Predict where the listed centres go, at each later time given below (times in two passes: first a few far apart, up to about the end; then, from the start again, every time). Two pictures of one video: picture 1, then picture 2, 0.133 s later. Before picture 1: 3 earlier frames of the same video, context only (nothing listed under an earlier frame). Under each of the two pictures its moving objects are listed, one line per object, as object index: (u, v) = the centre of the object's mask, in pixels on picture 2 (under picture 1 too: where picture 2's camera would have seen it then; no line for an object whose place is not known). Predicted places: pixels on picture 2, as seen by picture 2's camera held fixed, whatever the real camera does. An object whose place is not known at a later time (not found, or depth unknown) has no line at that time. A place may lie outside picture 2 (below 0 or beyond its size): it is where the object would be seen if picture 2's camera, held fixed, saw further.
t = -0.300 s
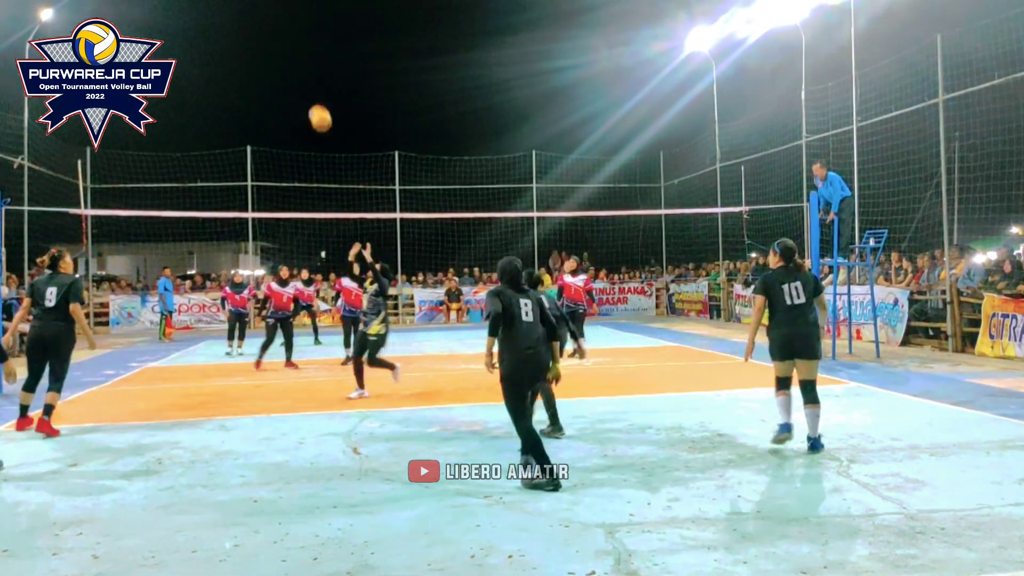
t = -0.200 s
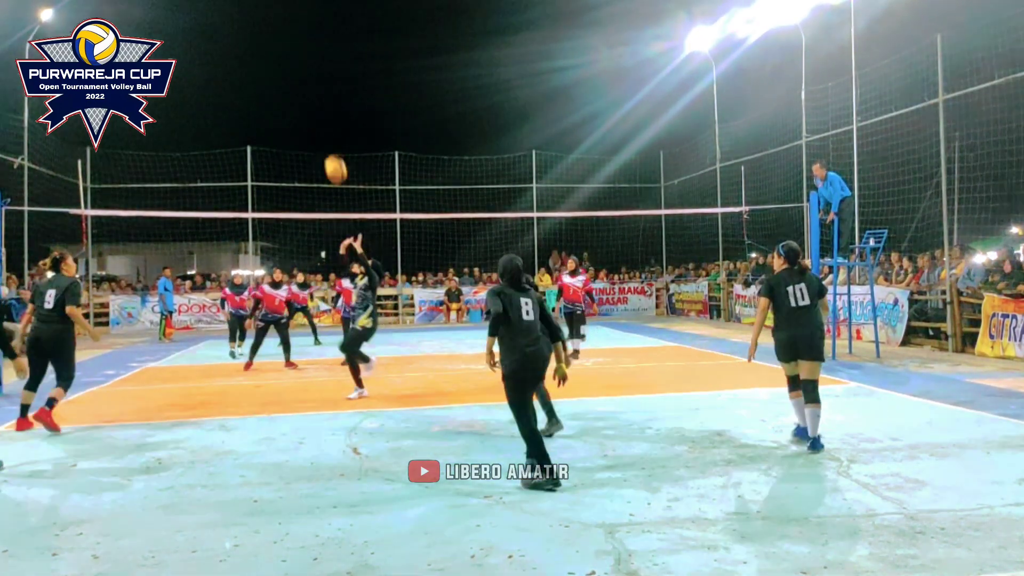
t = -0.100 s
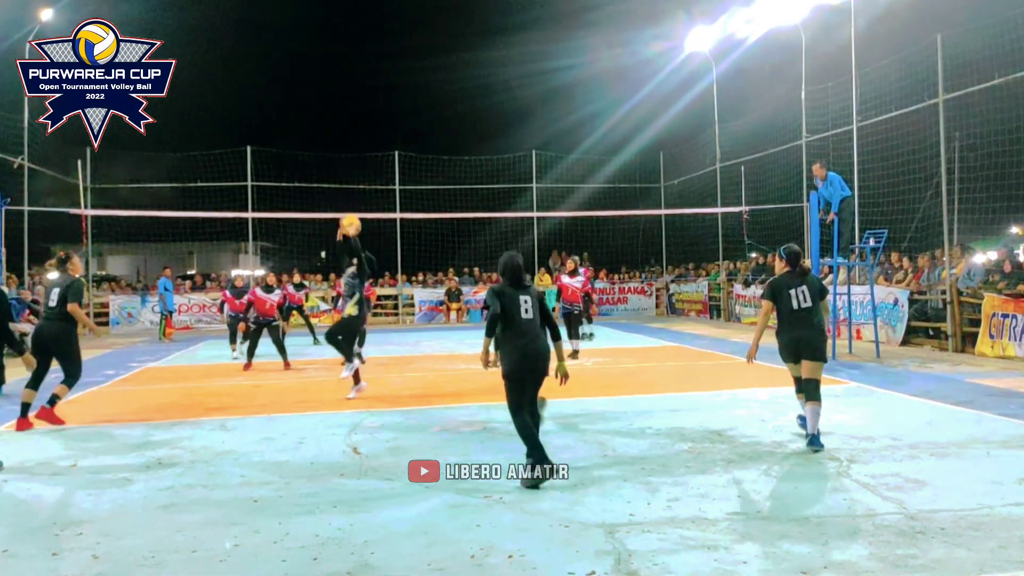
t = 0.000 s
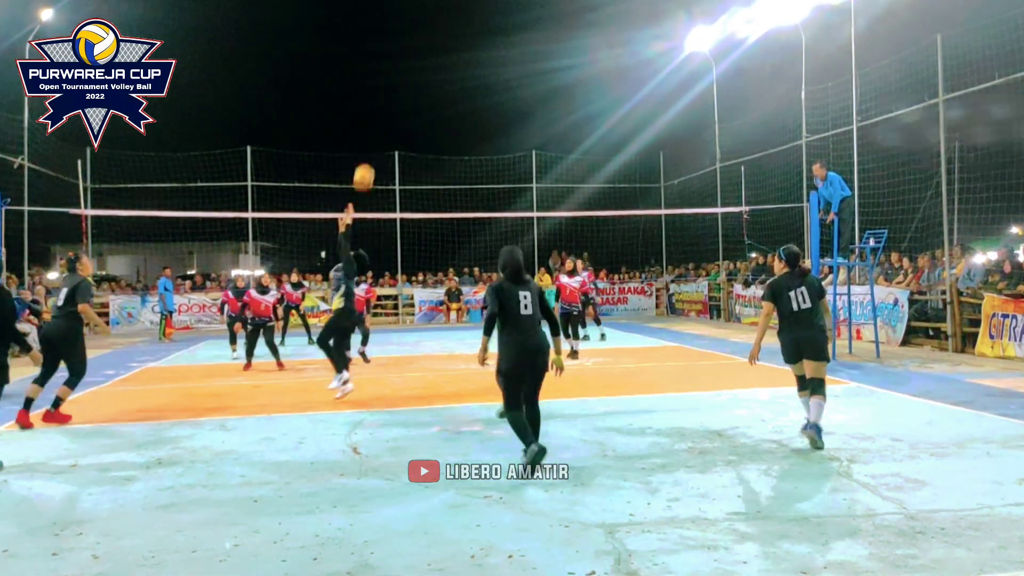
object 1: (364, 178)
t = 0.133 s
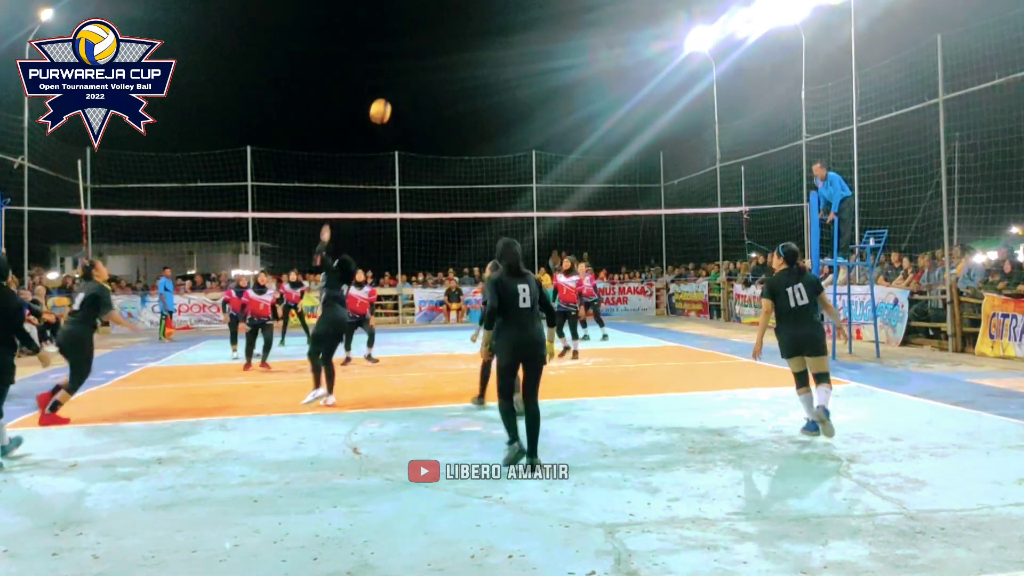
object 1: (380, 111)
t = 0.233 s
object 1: (391, 74)
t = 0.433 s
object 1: (412, 26)
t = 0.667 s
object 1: (437, 15)
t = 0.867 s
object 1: (458, 41)
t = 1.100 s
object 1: (481, 109)
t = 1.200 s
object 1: (491, 149)
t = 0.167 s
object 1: (384, 98)
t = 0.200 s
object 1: (388, 85)
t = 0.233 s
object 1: (391, 74)
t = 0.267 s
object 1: (395, 63)
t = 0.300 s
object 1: (398, 54)
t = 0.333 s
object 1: (402, 45)
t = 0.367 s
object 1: (405, 38)
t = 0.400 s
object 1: (409, 32)
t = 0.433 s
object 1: (412, 26)
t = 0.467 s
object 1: (416, 22)
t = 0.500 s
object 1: (420, 19)
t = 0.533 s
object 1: (423, 16)
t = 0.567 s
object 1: (427, 14)
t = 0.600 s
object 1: (430, 14)
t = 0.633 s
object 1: (434, 14)
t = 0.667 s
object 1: (437, 15)
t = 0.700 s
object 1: (441, 17)
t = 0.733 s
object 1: (444, 20)
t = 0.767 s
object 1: (448, 24)
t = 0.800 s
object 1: (451, 29)
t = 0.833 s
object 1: (455, 35)
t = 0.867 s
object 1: (458, 41)
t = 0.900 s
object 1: (461, 48)
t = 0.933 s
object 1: (465, 56)
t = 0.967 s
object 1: (468, 65)
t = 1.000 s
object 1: (471, 75)
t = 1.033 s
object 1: (475, 85)
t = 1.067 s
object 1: (478, 97)
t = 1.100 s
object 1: (481, 109)
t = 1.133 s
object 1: (484, 122)
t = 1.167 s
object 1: (488, 135)
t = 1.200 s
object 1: (491, 149)
